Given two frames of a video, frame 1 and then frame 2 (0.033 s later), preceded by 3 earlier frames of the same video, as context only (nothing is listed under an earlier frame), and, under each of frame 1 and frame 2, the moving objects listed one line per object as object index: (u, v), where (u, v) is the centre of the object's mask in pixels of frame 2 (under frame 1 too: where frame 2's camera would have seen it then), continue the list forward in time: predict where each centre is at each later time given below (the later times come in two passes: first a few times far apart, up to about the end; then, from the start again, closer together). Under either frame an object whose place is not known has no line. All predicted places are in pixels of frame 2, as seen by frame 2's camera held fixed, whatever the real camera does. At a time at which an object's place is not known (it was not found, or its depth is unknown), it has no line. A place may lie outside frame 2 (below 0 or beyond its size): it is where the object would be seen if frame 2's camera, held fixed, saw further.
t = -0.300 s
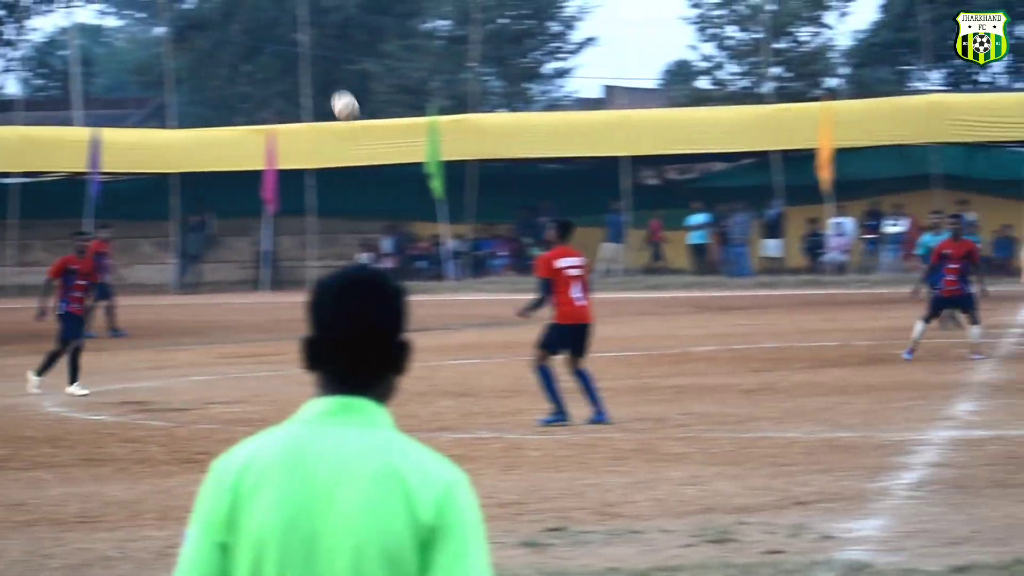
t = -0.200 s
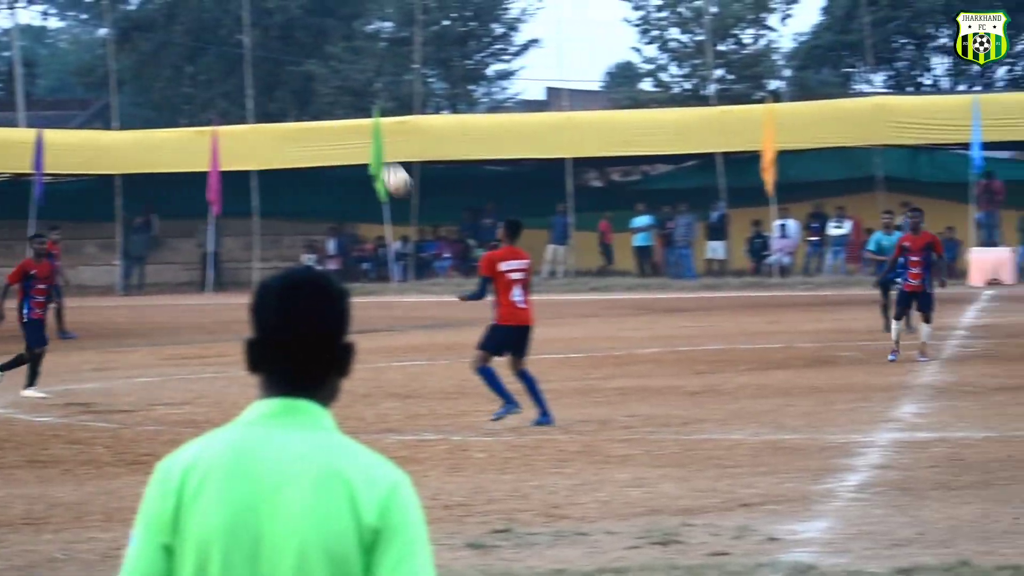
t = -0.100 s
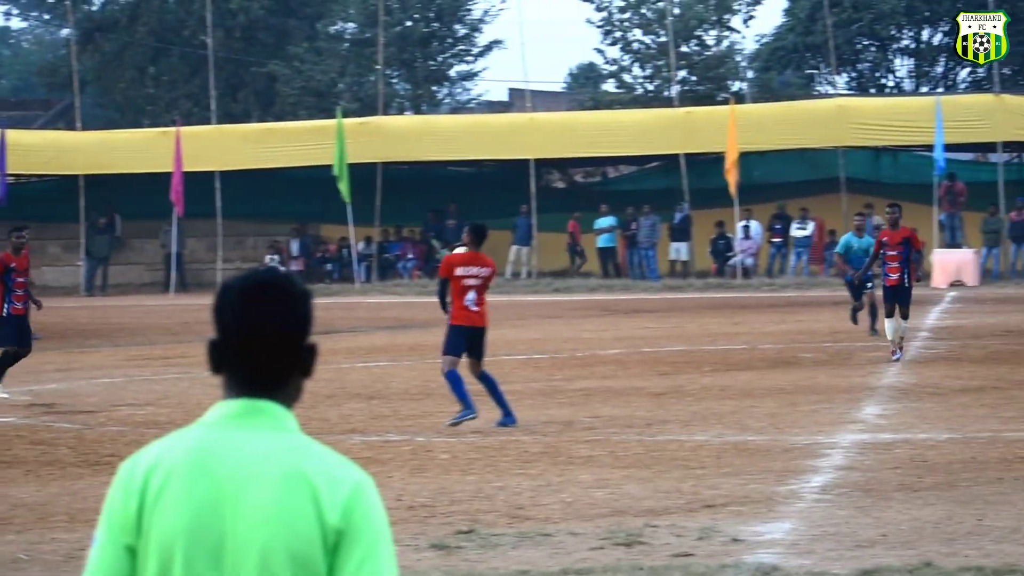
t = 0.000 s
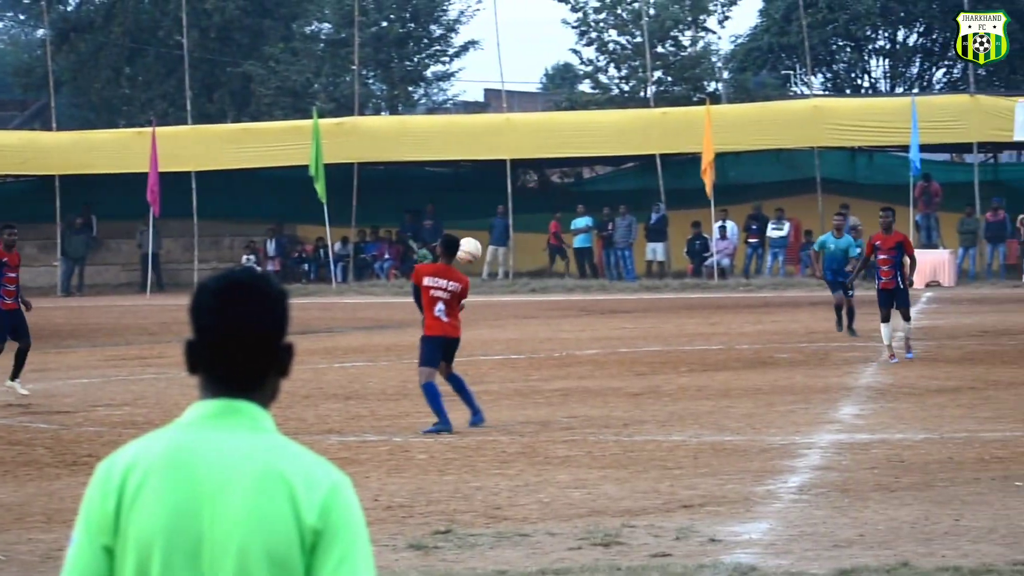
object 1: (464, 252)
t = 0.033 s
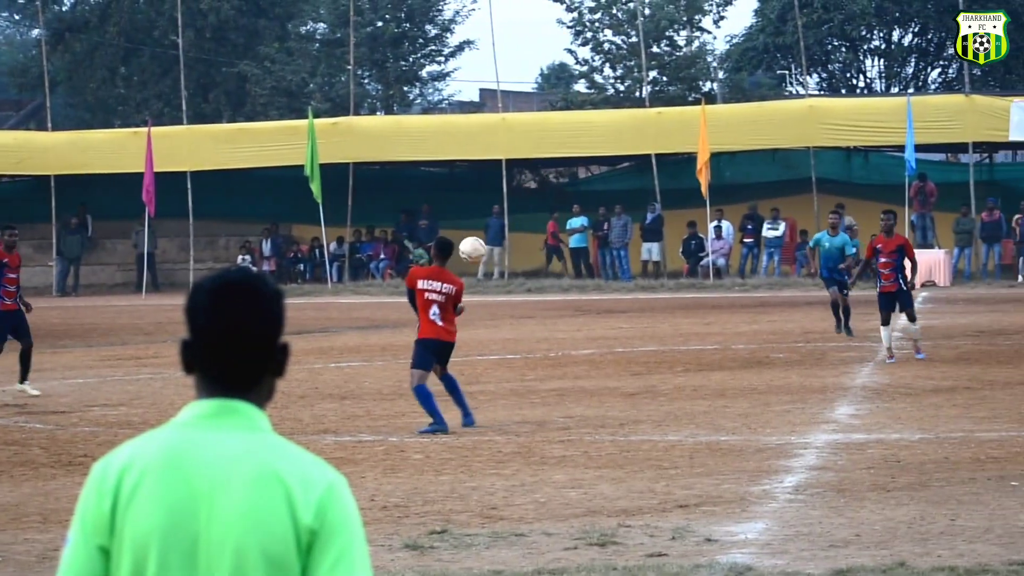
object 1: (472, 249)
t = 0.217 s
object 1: (521, 269)
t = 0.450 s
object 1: (581, 341)
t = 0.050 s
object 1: (476, 249)
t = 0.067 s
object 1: (481, 249)
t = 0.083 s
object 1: (485, 251)
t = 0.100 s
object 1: (490, 252)
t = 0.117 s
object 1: (495, 254)
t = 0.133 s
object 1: (500, 256)
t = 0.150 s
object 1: (504, 257)
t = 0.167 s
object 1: (508, 260)
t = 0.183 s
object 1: (512, 262)
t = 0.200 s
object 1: (517, 266)
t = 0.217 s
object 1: (521, 269)
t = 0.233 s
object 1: (526, 272)
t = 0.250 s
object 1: (530, 276)
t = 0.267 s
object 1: (535, 280)
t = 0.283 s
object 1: (538, 283)
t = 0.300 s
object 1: (543, 286)
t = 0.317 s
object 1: (547, 290)
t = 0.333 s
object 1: (551, 297)
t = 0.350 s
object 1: (556, 303)
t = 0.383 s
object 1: (565, 314)
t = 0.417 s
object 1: (573, 326)
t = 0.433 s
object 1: (578, 335)
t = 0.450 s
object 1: (581, 341)
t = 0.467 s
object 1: (585, 348)
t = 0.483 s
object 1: (589, 355)
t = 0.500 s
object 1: (594, 363)
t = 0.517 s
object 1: (599, 372)
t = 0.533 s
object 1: (603, 381)
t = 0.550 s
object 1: (606, 388)
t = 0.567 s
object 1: (609, 389)
